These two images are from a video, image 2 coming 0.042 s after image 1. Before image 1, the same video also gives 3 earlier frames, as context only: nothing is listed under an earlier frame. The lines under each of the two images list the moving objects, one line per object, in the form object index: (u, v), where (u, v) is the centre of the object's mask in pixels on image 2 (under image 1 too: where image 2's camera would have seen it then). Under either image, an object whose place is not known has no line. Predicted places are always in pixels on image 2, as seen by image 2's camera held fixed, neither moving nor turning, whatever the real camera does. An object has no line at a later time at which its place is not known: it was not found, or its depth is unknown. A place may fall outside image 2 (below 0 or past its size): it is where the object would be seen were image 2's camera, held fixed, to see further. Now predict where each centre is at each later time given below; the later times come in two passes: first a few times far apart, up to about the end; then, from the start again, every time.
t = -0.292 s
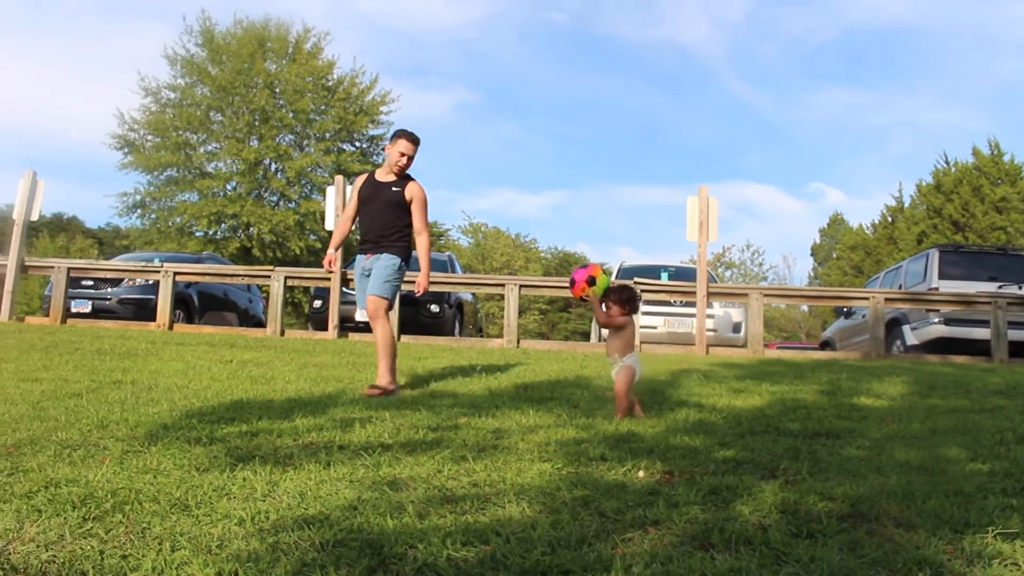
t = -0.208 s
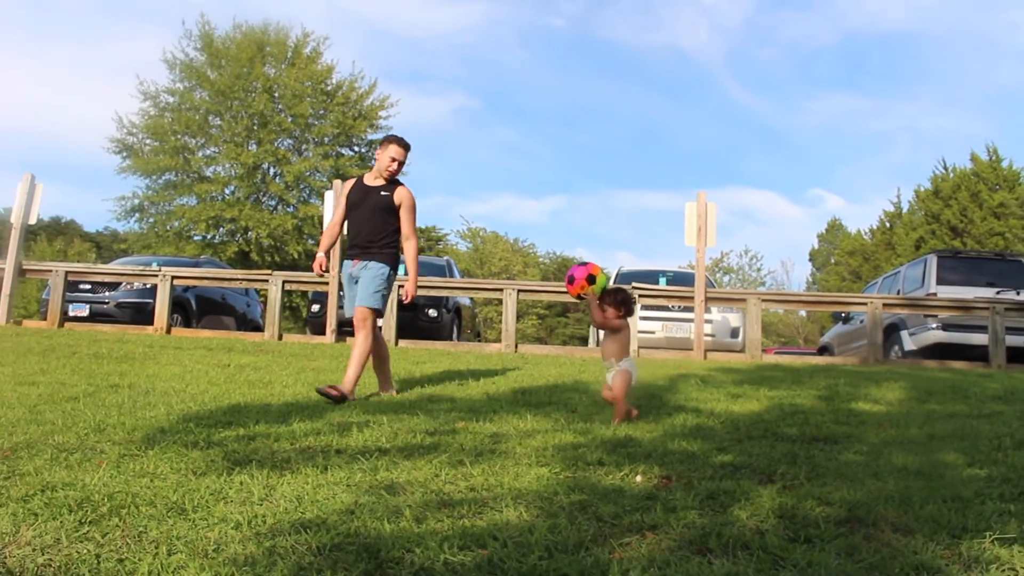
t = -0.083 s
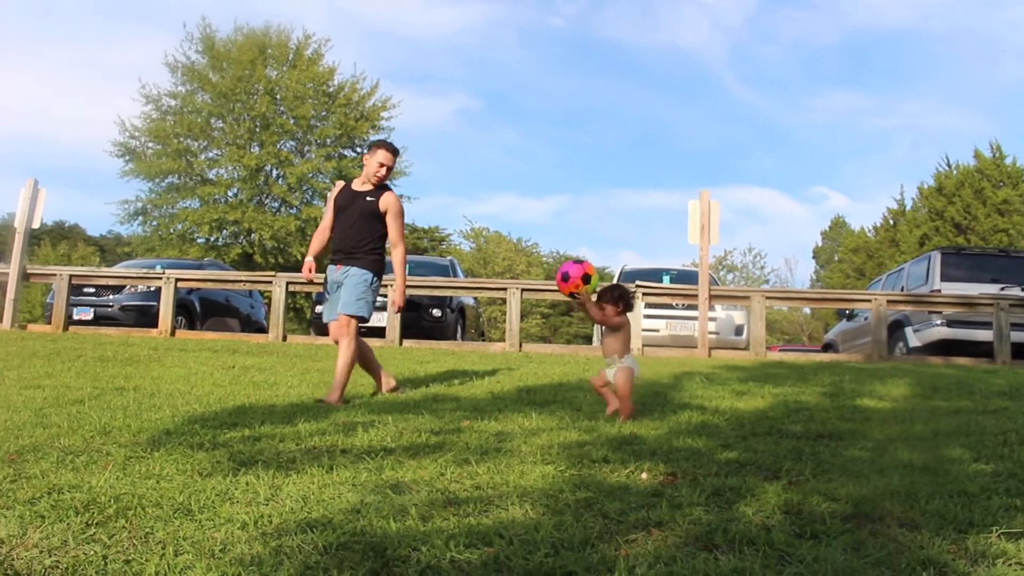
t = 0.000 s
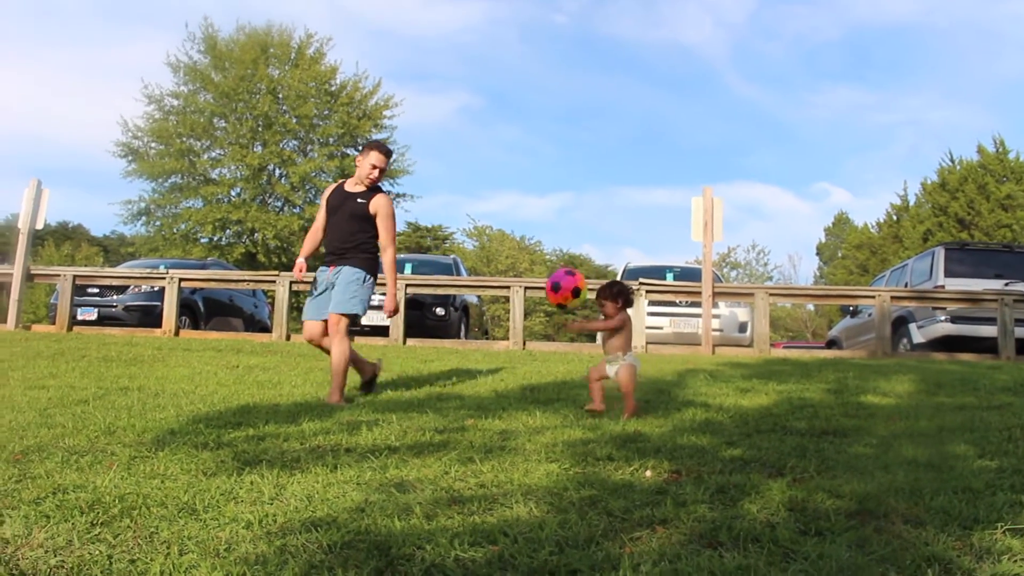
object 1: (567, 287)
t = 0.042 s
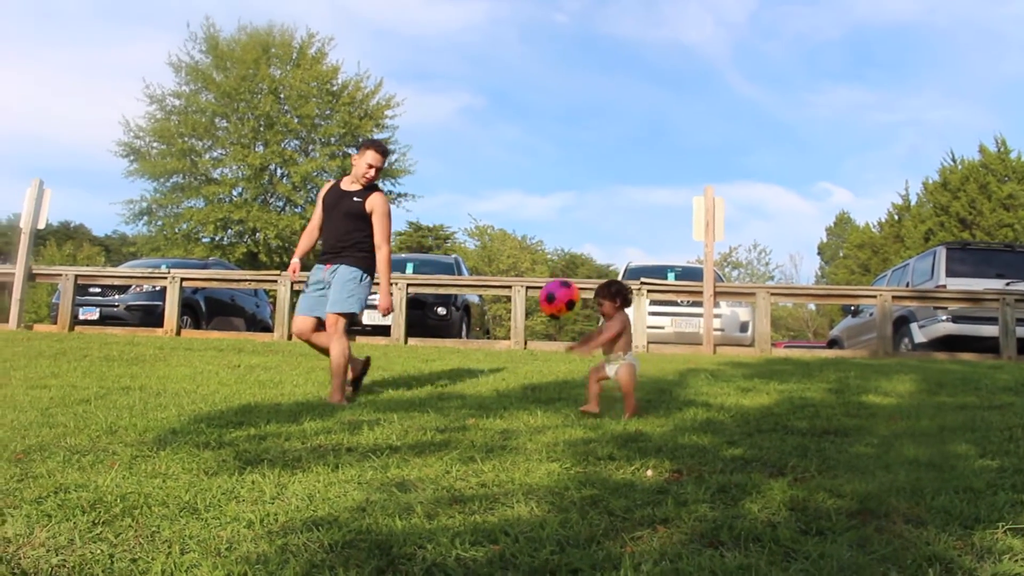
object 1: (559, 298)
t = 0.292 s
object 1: (517, 400)
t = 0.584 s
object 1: (486, 375)
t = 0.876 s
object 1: (455, 401)
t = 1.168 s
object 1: (420, 411)
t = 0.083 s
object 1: (551, 312)
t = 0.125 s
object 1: (545, 330)
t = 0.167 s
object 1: (537, 351)
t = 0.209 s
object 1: (529, 376)
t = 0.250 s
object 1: (522, 402)
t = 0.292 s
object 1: (517, 400)
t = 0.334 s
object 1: (513, 388)
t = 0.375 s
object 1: (508, 378)
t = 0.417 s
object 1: (504, 371)
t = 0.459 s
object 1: (499, 367)
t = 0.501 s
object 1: (495, 367)
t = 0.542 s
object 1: (491, 369)
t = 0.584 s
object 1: (486, 375)
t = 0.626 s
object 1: (481, 385)
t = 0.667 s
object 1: (476, 398)
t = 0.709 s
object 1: (472, 409)
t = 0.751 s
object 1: (467, 405)
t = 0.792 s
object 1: (463, 402)
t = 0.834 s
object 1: (459, 400)
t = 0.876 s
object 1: (455, 401)
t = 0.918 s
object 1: (450, 406)
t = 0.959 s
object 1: (446, 410)
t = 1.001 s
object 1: (440, 411)
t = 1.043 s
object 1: (435, 411)
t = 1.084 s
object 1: (430, 412)
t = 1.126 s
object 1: (425, 411)
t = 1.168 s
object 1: (420, 411)
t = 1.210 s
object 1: (415, 412)
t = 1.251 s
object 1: (410, 414)
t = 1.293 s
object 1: (405, 414)
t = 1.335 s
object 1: (400, 414)
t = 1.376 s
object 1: (395, 414)
